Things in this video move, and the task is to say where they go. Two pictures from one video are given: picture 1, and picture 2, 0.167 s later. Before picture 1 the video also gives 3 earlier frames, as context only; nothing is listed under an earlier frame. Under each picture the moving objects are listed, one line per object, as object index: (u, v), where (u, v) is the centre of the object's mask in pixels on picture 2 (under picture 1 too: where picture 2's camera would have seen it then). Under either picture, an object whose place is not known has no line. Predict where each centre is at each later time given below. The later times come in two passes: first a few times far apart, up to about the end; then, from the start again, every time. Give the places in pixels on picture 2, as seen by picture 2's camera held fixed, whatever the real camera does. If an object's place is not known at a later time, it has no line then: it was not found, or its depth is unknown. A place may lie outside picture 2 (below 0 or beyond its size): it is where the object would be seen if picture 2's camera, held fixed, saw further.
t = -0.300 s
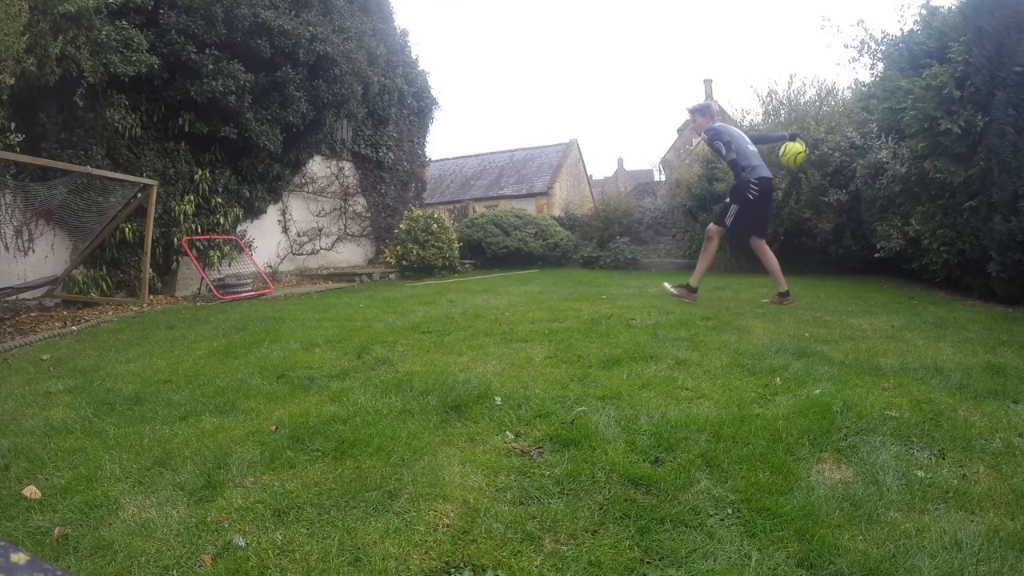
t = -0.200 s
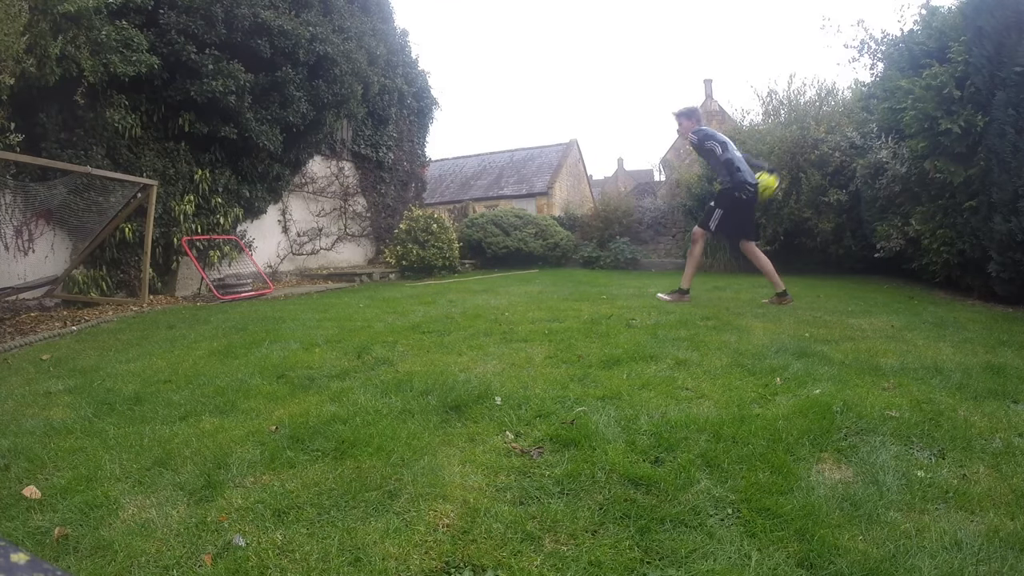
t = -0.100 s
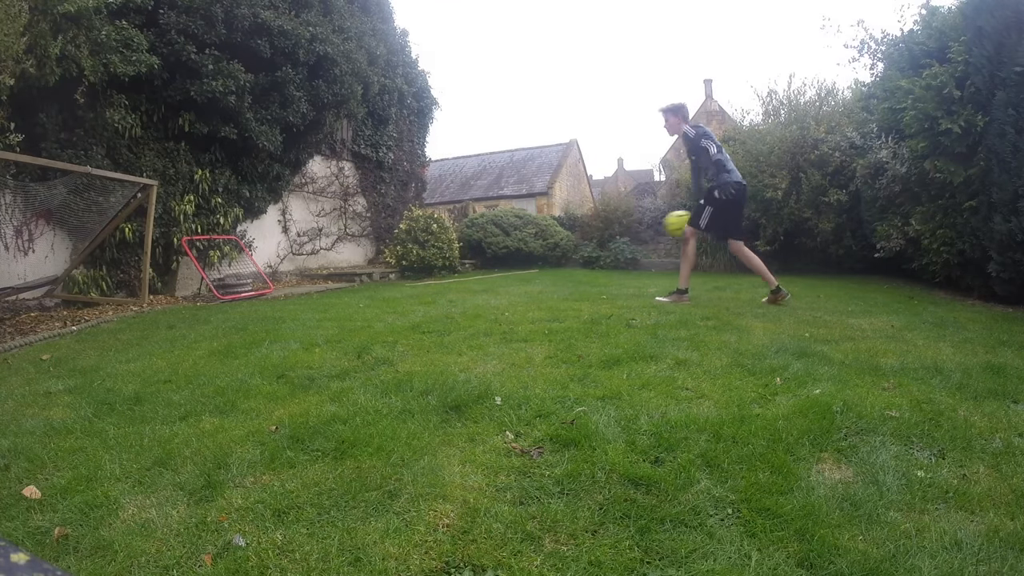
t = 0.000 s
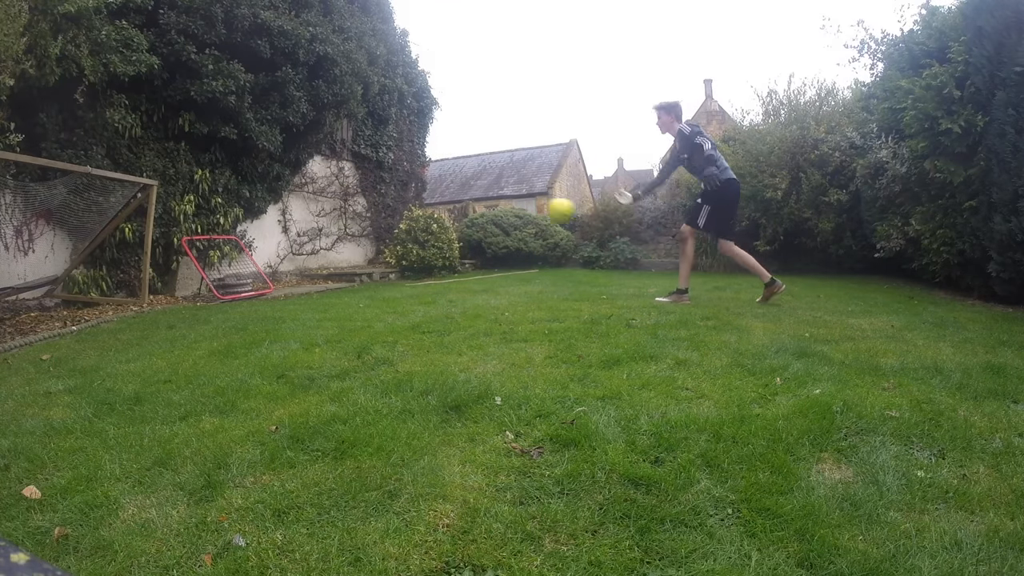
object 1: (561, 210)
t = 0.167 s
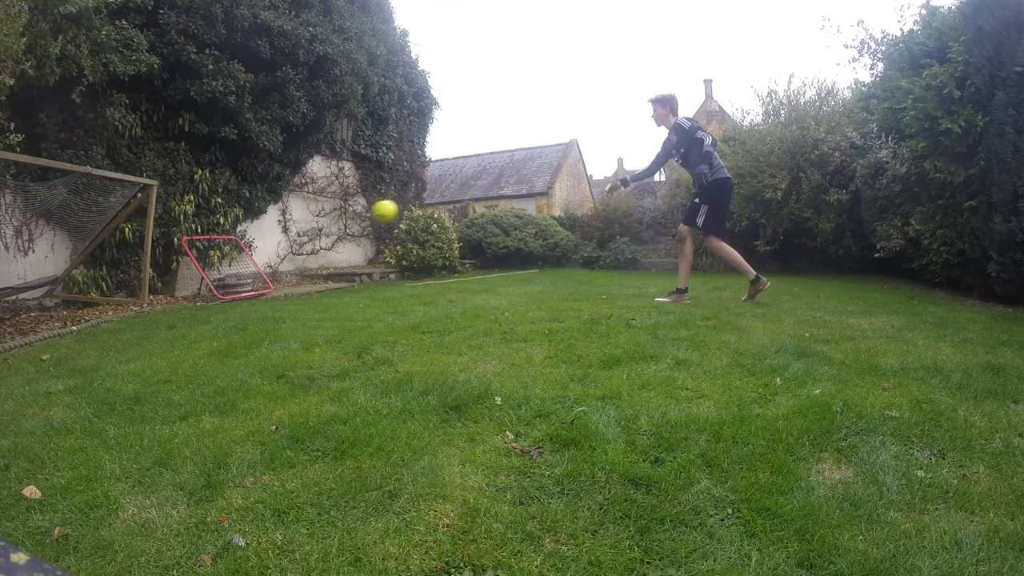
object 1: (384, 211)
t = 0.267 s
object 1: (305, 228)
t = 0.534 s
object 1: (241, 173)
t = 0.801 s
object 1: (280, 35)
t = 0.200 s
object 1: (357, 215)
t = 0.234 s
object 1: (330, 221)
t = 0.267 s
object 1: (305, 228)
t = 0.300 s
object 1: (281, 235)
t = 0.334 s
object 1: (260, 243)
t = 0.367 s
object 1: (241, 252)
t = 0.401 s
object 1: (228, 255)
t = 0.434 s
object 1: (230, 236)
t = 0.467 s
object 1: (233, 215)
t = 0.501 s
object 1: (237, 193)
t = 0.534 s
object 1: (241, 173)
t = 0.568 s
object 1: (245, 153)
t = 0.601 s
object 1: (250, 134)
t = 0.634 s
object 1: (254, 115)
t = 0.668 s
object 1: (259, 98)
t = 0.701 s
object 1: (265, 81)
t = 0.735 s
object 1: (270, 65)
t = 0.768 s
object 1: (275, 50)
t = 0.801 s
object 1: (280, 35)
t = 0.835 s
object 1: (285, 22)
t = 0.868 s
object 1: (291, 9)
